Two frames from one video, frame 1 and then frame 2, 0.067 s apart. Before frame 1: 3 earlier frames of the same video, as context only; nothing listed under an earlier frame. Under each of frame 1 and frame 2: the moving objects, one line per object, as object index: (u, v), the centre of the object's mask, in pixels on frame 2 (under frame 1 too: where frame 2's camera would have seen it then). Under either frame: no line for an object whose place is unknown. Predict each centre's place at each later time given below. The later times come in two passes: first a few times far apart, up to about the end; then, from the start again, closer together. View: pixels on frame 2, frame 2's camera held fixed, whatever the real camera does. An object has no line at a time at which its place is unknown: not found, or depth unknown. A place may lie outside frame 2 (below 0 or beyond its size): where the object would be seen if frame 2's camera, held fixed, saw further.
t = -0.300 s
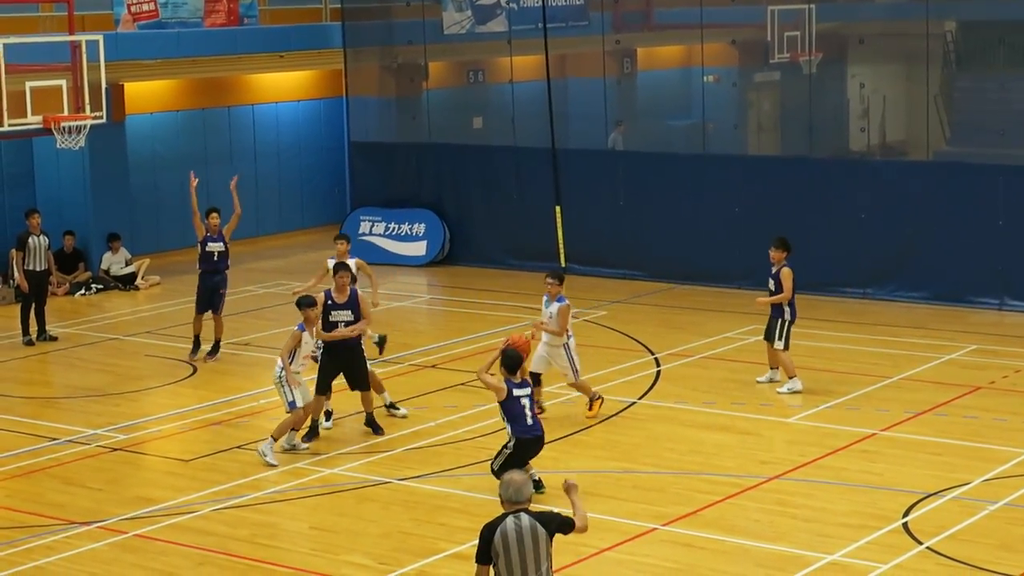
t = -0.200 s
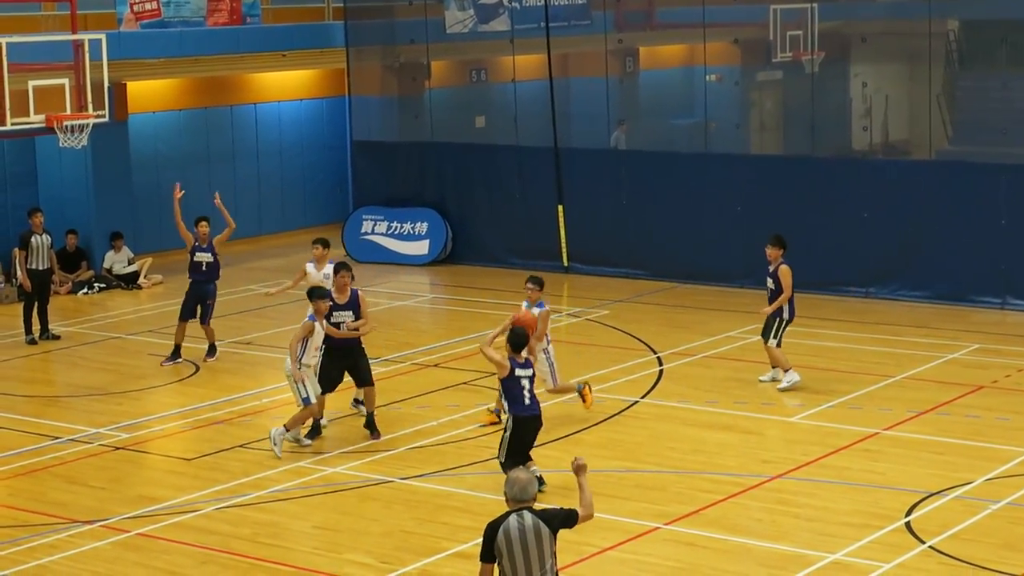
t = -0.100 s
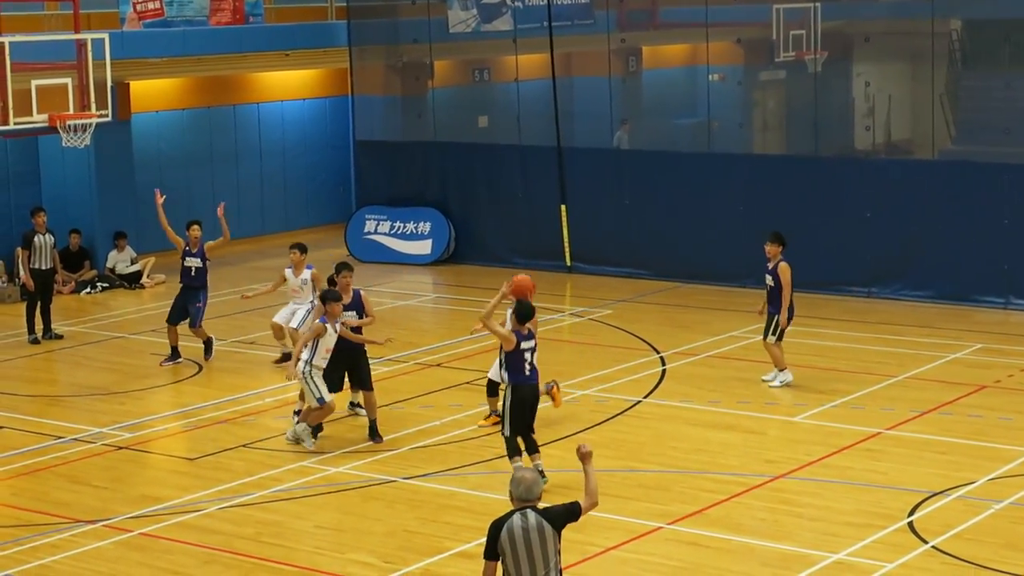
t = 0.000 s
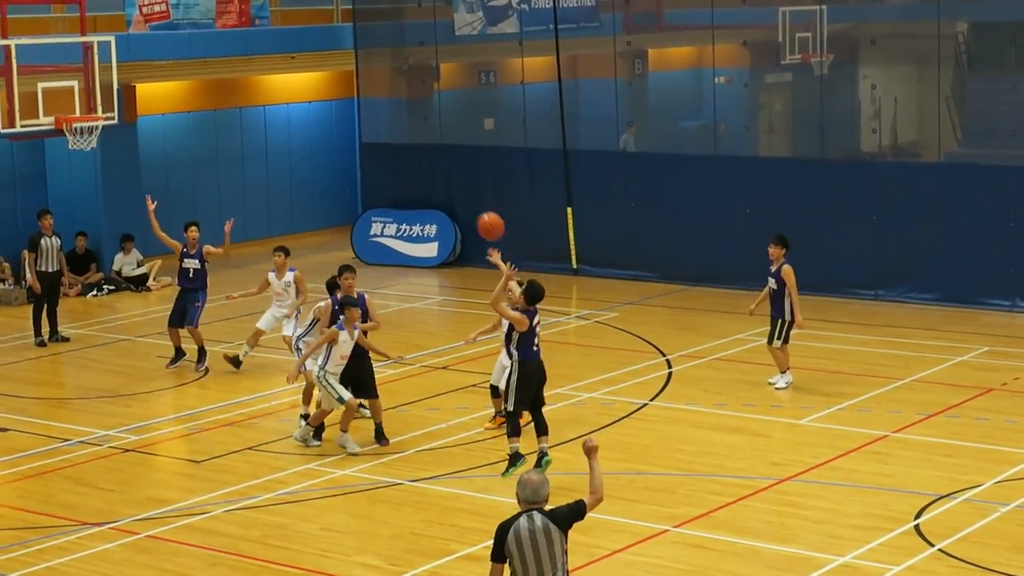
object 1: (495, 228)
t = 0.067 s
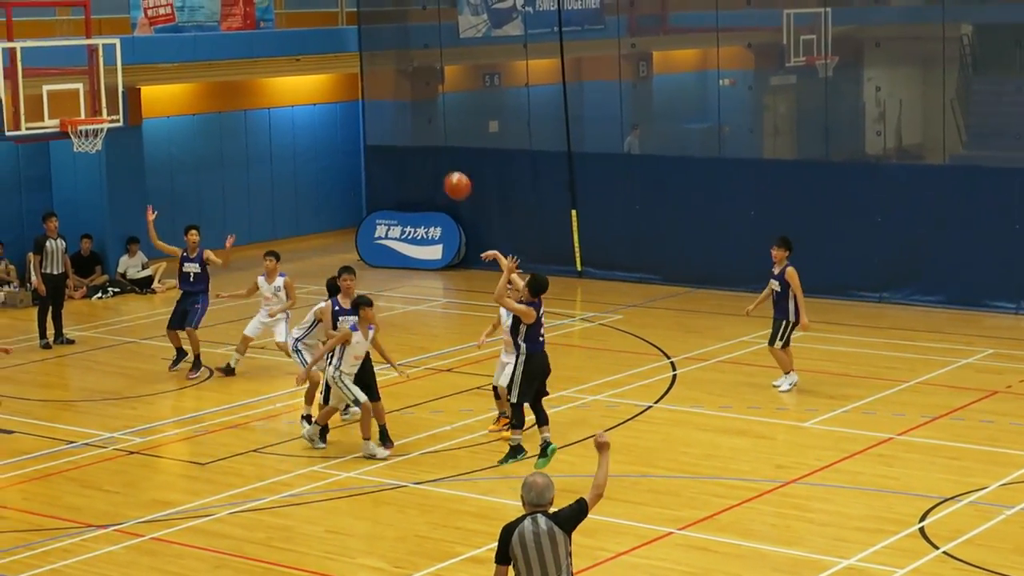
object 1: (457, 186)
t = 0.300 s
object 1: (340, 79)
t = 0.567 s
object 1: (228, 31)
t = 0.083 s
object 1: (448, 176)
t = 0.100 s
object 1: (439, 166)
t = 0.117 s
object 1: (430, 157)
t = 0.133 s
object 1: (422, 149)
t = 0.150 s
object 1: (413, 139)
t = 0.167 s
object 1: (404, 131)
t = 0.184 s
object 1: (396, 124)
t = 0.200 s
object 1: (388, 117)
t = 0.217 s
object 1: (380, 109)
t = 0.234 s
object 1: (372, 103)
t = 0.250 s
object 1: (364, 96)
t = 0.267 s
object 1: (356, 90)
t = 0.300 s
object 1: (340, 79)
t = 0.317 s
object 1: (333, 74)
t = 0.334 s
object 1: (326, 69)
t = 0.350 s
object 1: (318, 64)
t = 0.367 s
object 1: (311, 60)
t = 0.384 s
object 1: (303, 56)
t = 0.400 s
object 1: (296, 52)
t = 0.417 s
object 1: (289, 48)
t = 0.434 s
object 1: (282, 45)
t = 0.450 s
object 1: (275, 43)
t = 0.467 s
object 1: (268, 41)
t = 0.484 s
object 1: (261, 38)
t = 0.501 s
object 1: (255, 37)
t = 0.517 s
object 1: (248, 35)
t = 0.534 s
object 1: (241, 33)
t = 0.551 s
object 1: (234, 31)
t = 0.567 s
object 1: (228, 31)
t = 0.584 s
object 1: (222, 30)
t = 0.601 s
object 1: (216, 30)
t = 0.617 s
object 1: (210, 29)
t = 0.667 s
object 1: (191, 30)
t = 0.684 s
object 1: (186, 31)
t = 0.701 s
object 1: (180, 32)
